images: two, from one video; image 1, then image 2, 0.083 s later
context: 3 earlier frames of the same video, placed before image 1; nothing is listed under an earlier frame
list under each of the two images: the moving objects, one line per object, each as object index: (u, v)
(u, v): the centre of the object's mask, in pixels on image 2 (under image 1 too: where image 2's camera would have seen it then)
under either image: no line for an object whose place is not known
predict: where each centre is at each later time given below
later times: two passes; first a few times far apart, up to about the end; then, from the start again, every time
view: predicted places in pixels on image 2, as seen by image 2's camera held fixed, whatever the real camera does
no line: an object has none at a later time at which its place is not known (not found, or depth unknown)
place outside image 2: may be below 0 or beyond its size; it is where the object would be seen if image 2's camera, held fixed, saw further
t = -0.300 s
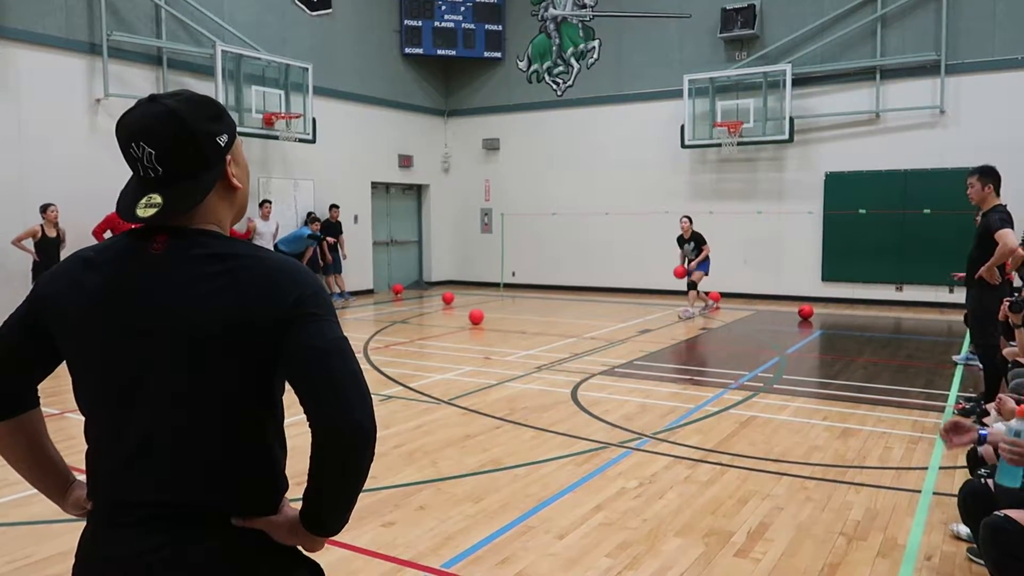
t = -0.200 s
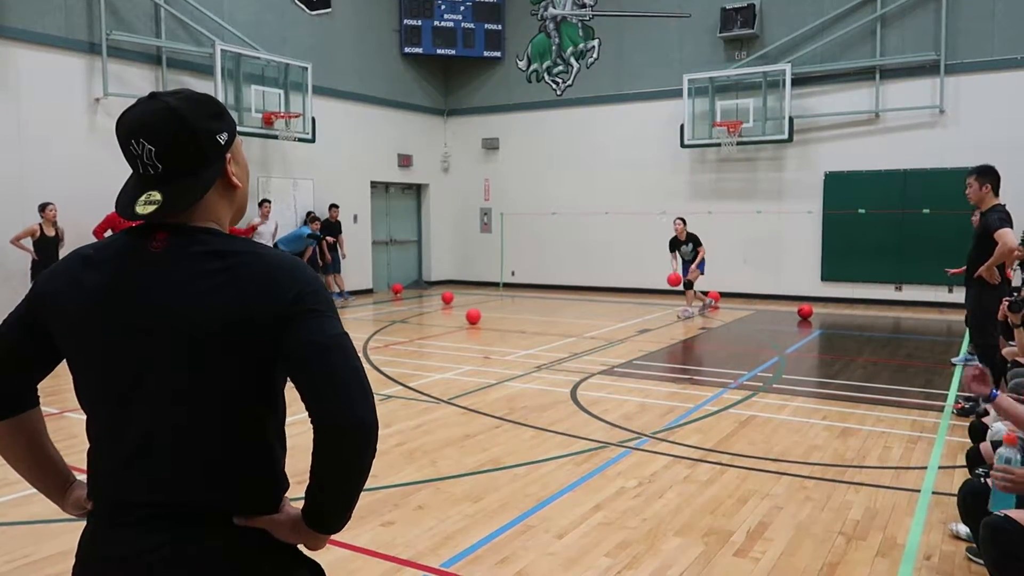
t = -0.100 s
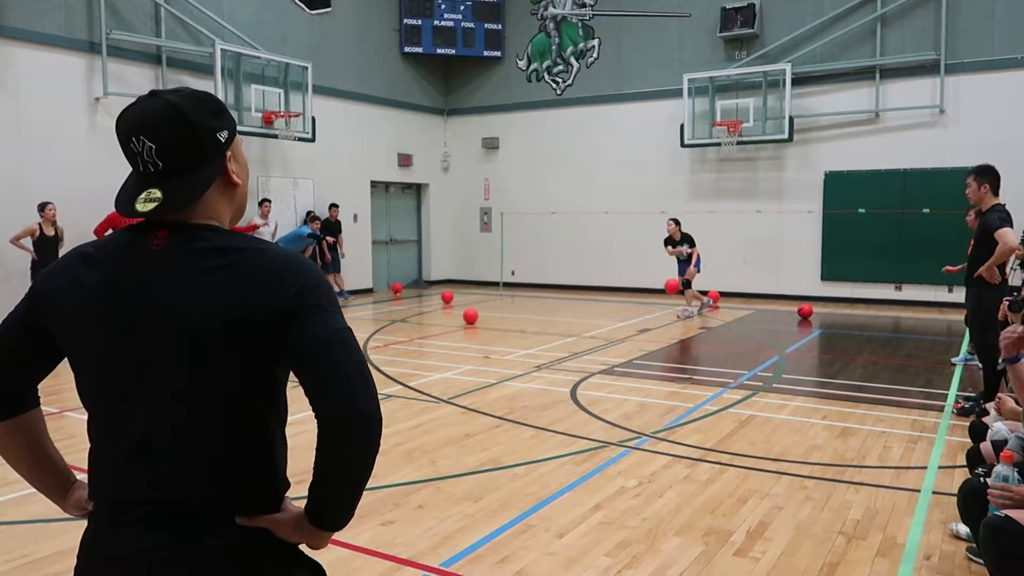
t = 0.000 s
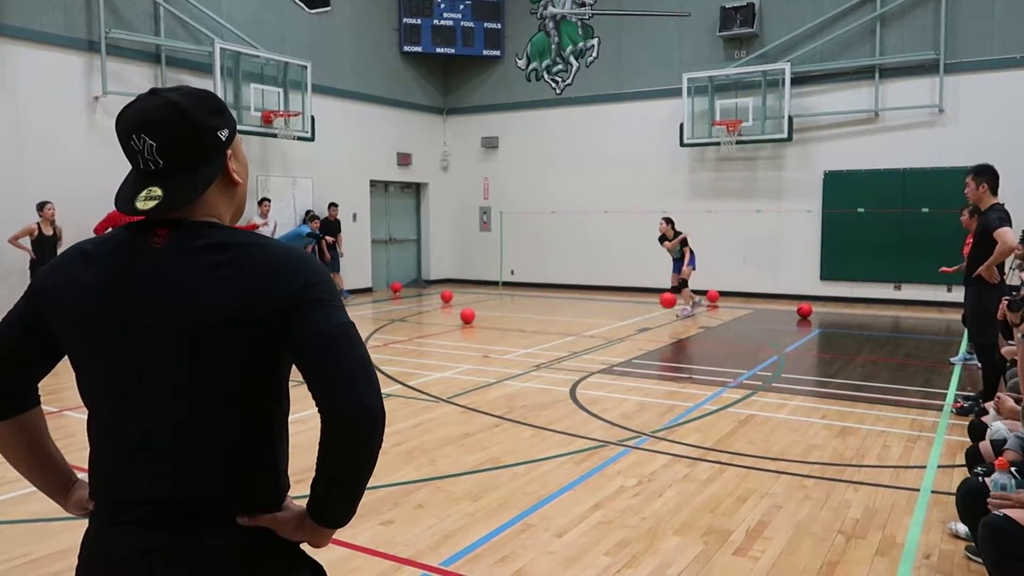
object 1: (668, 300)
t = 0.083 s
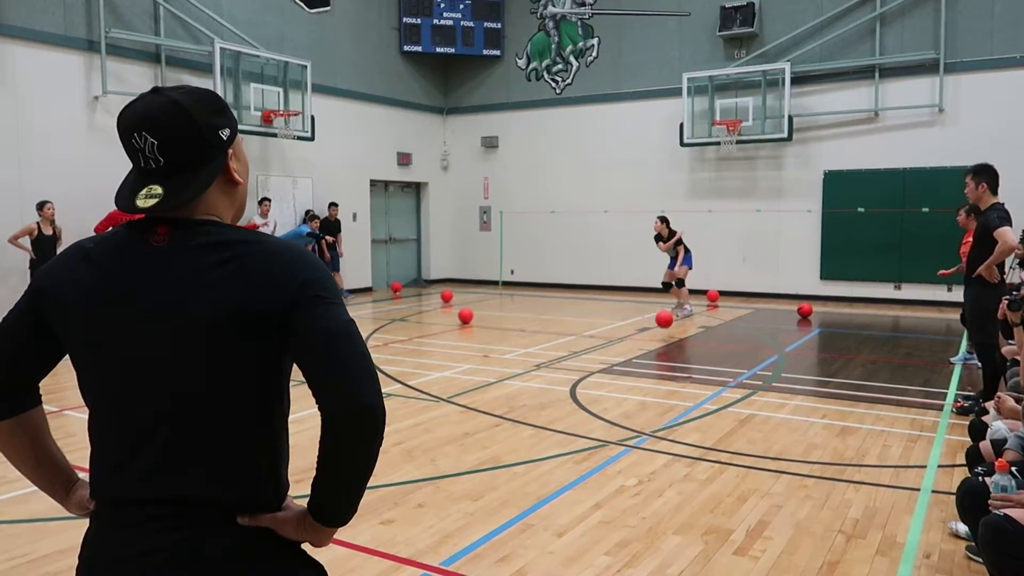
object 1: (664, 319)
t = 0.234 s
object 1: (658, 328)
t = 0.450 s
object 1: (651, 336)
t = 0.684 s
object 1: (640, 376)
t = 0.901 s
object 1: (627, 410)
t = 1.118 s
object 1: (609, 446)
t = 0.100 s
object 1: (663, 324)
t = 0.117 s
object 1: (662, 329)
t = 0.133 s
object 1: (661, 335)
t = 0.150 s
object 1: (660, 337)
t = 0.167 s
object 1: (660, 335)
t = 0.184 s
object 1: (660, 333)
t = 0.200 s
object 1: (659, 331)
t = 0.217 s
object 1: (659, 329)
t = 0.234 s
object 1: (658, 328)
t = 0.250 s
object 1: (658, 327)
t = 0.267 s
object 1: (657, 326)
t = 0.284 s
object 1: (657, 326)
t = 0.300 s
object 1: (656, 326)
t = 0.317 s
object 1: (656, 325)
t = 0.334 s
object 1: (656, 326)
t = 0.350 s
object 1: (655, 326)
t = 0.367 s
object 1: (654, 327)
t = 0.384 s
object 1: (654, 328)
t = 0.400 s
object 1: (653, 330)
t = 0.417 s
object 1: (652, 331)
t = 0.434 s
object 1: (652, 333)
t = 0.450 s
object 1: (651, 336)
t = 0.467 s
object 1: (650, 338)
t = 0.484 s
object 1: (650, 342)
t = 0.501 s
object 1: (649, 346)
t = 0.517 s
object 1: (648, 349)
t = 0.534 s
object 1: (647, 354)
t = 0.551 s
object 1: (647, 359)
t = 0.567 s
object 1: (646, 364)
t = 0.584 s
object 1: (645, 369)
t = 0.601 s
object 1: (644, 377)
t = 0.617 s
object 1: (644, 380)
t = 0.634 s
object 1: (643, 378)
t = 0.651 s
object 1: (642, 377)
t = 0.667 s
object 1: (641, 376)
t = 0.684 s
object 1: (640, 376)
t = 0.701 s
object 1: (639, 376)
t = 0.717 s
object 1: (638, 376)
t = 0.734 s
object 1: (638, 377)
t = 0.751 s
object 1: (637, 378)
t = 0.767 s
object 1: (636, 380)
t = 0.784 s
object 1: (635, 382)
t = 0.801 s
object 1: (634, 384)
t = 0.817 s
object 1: (632, 387)
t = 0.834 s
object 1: (631, 391)
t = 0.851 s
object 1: (630, 395)
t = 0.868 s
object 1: (629, 400)
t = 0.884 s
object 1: (628, 405)
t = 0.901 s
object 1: (627, 410)
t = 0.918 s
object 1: (626, 416)
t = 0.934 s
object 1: (624, 424)
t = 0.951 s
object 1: (623, 428)
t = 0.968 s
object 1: (622, 428)
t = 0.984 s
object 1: (621, 427)
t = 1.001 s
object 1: (620, 428)
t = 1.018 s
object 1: (618, 429)
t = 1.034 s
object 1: (617, 430)
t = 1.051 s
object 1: (616, 432)
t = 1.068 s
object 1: (614, 435)
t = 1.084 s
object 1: (612, 438)
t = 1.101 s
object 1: (611, 442)
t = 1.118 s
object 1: (609, 446)
